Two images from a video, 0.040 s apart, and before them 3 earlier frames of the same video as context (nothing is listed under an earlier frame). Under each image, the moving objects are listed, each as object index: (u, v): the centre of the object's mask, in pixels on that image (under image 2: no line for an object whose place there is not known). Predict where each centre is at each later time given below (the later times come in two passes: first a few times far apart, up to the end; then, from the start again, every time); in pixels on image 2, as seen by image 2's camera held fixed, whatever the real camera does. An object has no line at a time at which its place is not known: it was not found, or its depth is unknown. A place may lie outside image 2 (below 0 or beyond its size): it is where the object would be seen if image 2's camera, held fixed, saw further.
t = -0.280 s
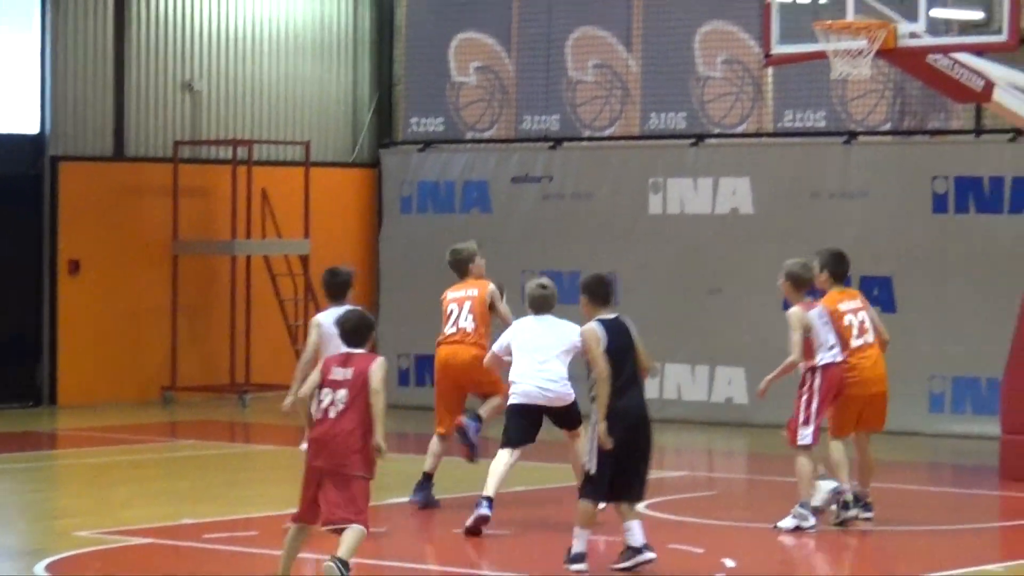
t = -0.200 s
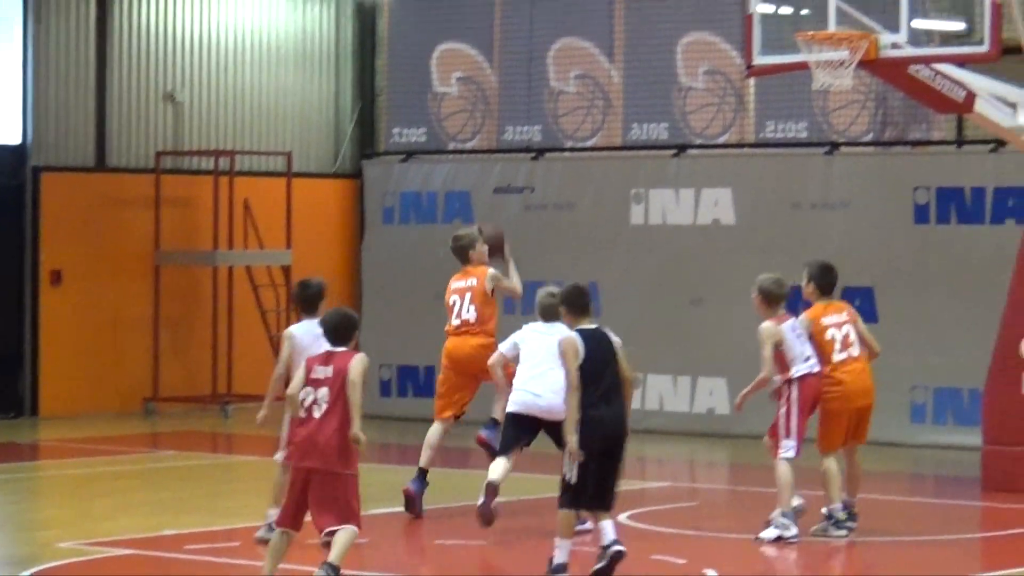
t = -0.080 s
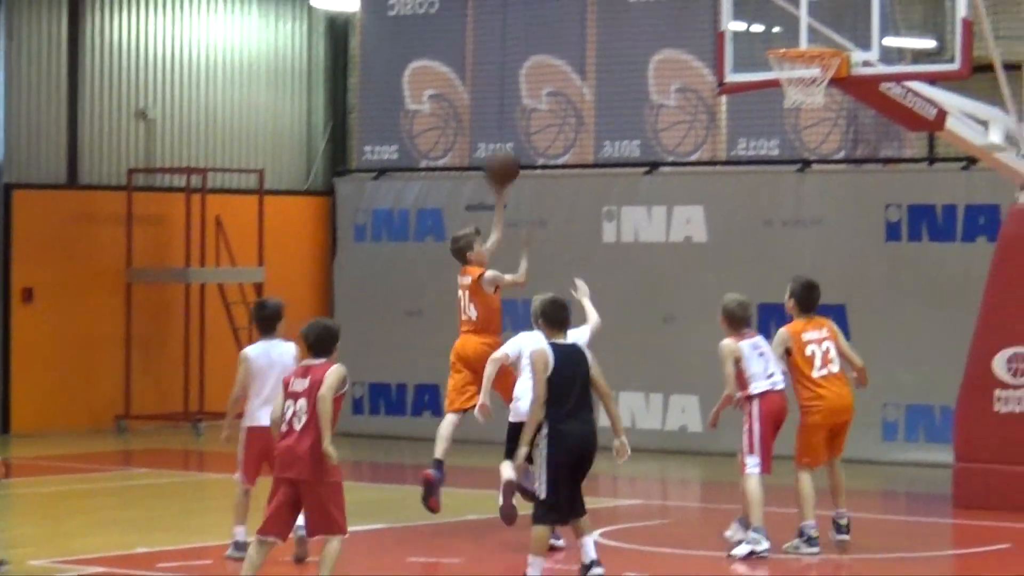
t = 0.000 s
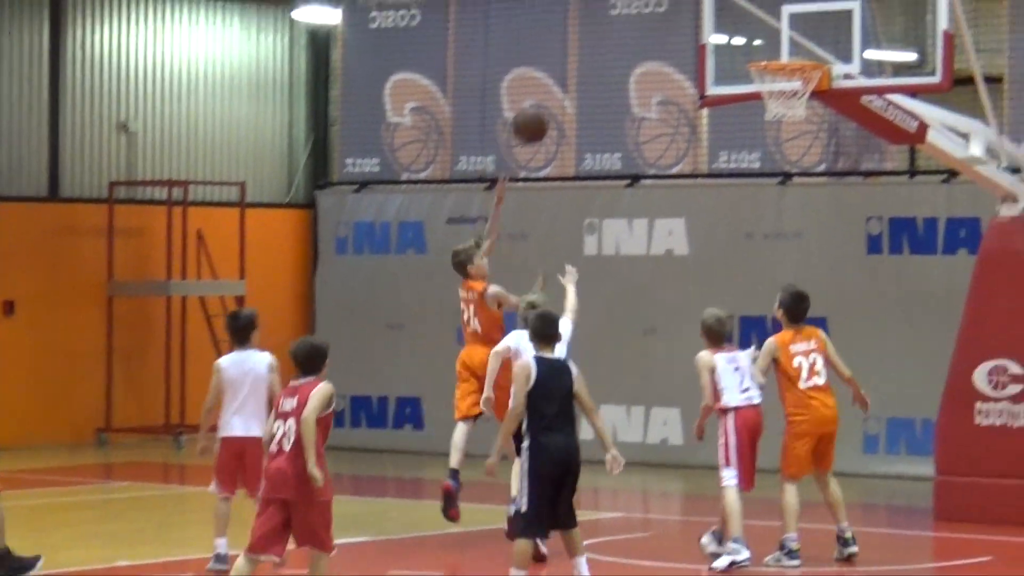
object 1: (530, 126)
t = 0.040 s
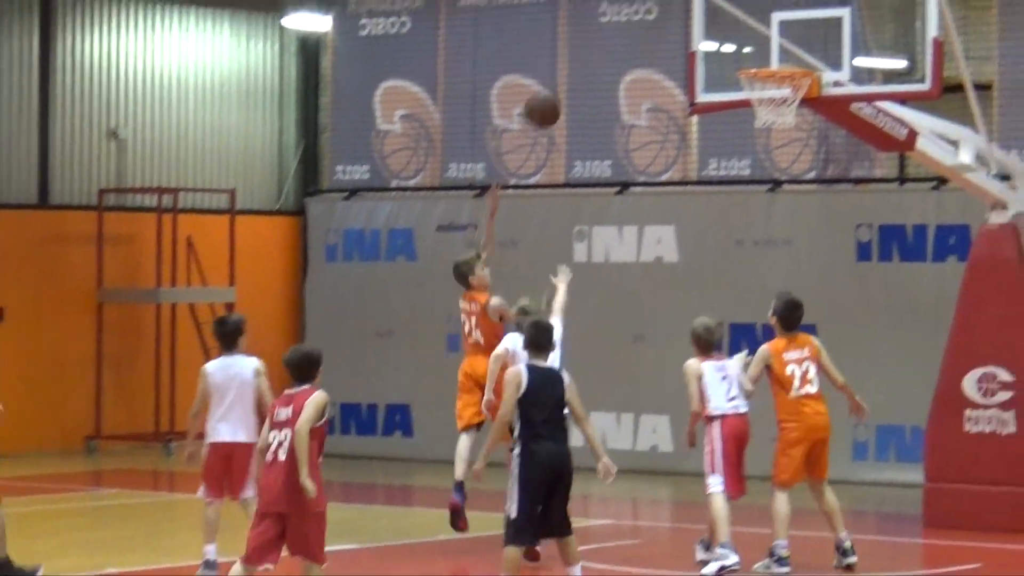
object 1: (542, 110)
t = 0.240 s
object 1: (657, 31)
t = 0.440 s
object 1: (761, 6)
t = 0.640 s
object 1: (764, 41)
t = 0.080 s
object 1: (566, 90)
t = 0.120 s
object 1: (590, 71)
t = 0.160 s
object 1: (613, 55)
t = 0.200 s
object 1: (635, 41)
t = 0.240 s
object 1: (657, 31)
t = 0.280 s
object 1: (679, 20)
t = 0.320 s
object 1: (703, 13)
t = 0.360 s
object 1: (727, 9)
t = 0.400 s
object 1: (749, 6)
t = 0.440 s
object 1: (761, 6)
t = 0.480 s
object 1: (761, 8)
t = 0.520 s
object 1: (760, 12)
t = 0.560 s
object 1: (760, 18)
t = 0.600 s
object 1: (761, 29)
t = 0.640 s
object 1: (764, 41)
